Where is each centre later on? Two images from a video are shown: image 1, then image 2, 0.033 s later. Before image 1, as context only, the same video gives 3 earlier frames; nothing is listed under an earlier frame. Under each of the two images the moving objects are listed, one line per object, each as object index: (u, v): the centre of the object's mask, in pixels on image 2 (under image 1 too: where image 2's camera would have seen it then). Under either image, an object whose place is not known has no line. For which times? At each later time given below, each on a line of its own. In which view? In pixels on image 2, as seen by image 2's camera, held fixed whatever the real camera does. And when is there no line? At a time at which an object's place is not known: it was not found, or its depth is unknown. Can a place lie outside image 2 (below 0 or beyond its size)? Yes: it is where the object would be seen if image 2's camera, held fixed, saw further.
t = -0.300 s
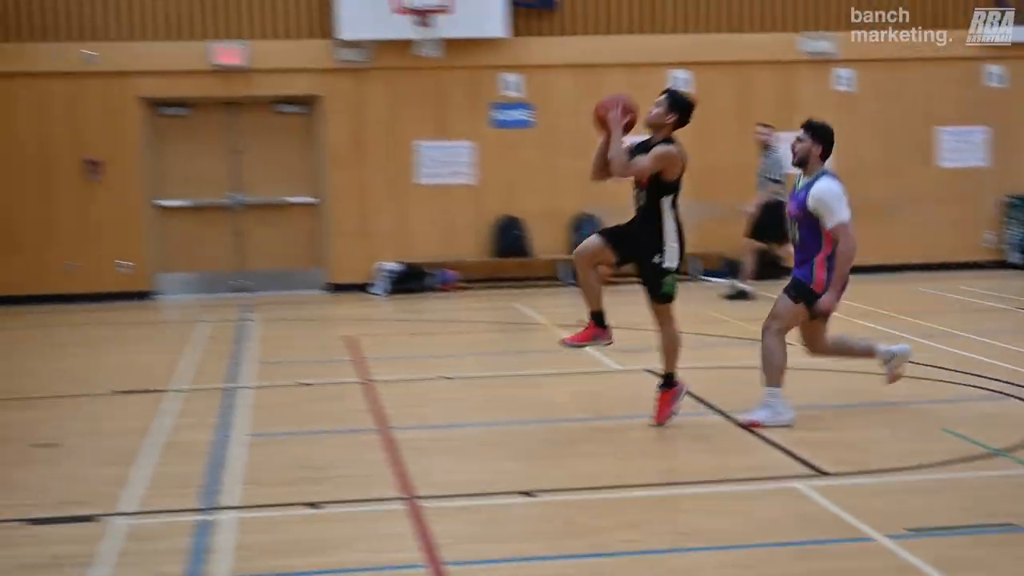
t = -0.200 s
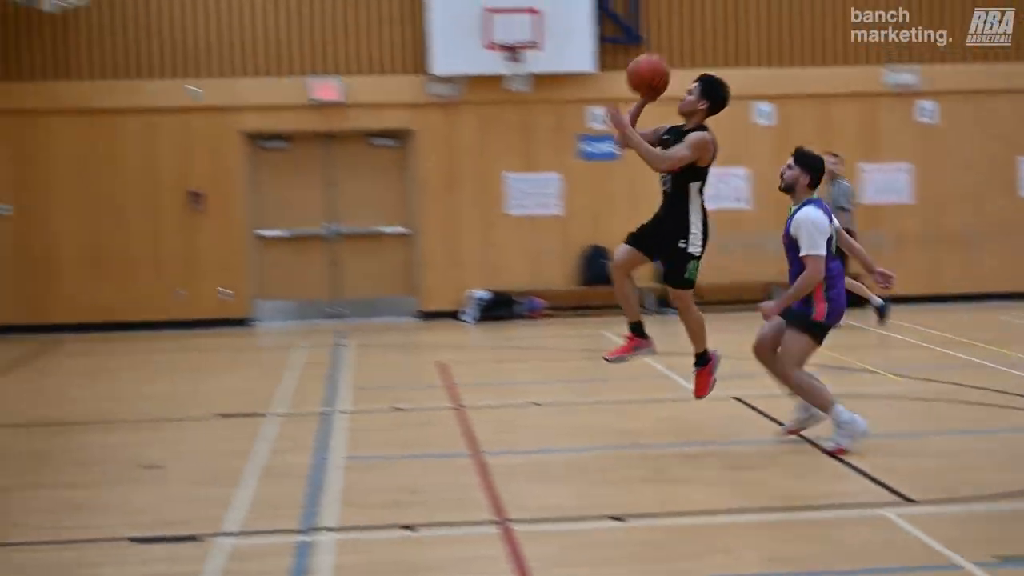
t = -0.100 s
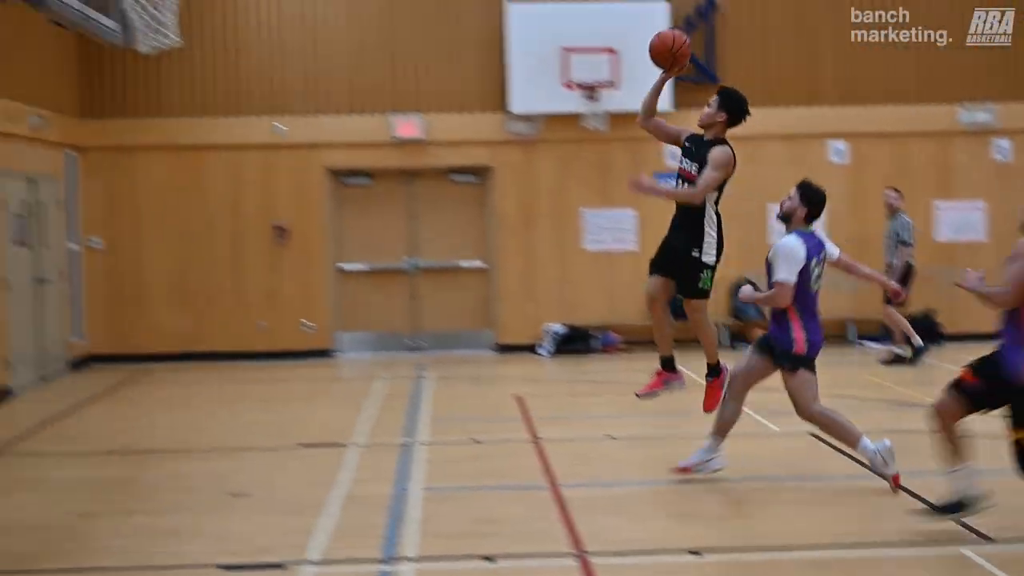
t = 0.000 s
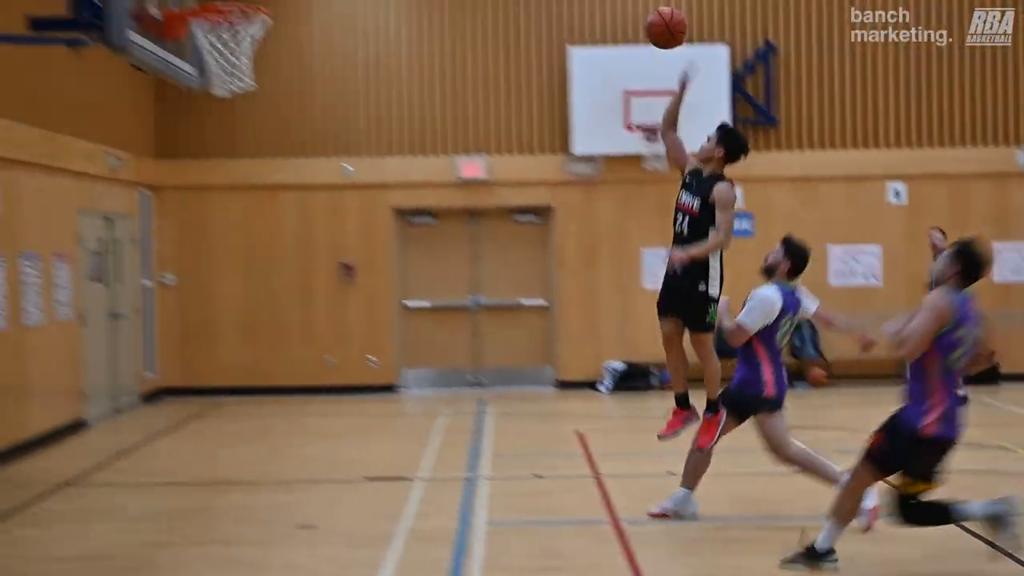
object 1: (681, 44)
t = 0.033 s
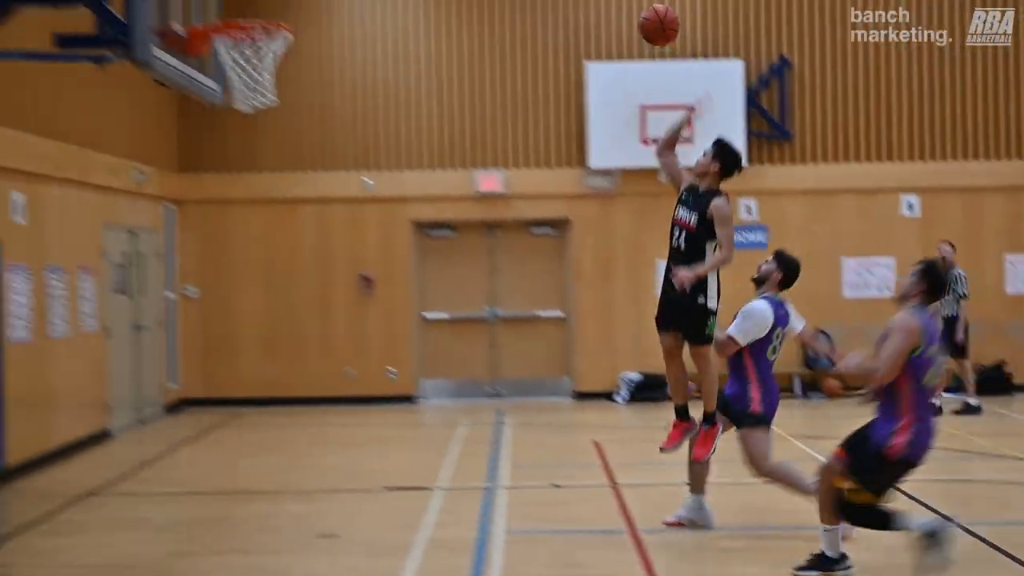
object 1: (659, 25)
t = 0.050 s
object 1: (648, 17)
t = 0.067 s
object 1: (637, 8)
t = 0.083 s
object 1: (626, 0)
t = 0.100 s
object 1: (615, -7)
